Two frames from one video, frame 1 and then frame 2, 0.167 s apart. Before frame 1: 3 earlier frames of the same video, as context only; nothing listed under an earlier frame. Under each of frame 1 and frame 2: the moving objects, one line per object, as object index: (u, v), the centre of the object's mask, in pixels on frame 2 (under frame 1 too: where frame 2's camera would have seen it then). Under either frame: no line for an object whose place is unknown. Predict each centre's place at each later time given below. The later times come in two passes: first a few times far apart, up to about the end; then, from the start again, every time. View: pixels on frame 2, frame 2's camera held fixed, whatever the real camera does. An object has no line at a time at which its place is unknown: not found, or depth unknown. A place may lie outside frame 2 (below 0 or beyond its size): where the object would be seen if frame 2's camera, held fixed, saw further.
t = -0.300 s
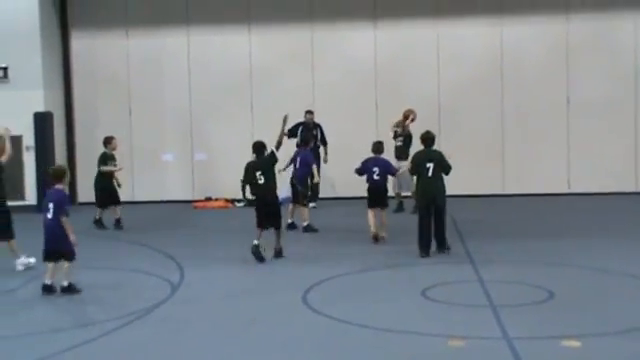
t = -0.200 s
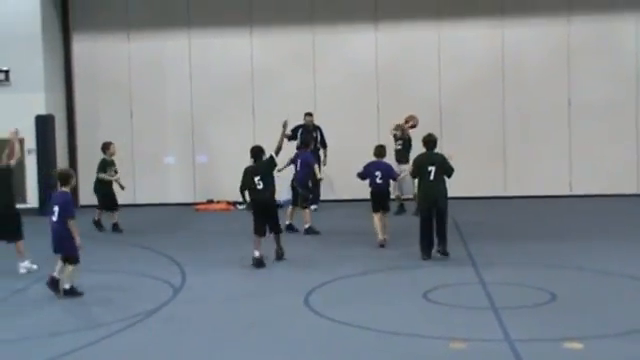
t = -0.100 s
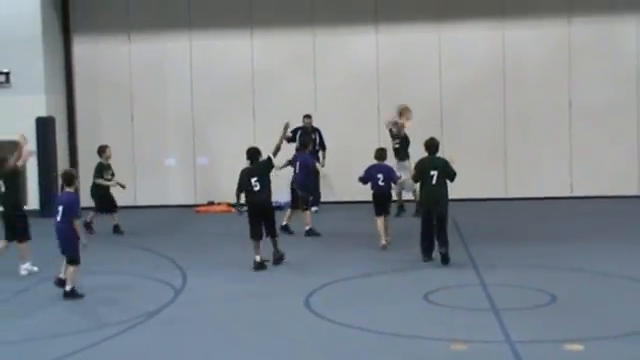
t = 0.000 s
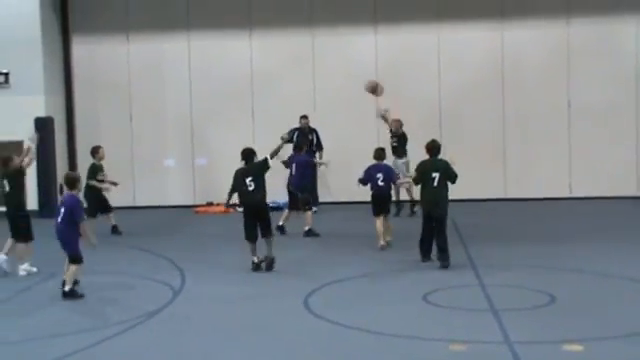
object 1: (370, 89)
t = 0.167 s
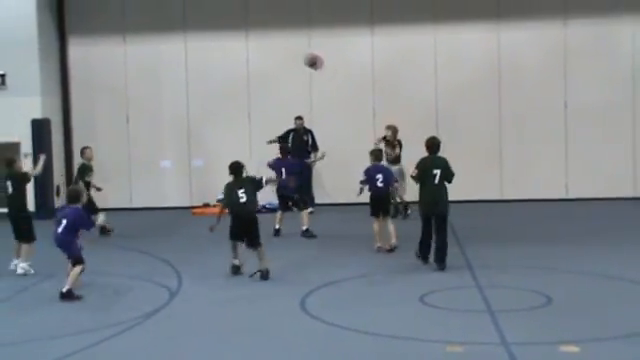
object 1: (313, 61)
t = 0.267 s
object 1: (277, 53)
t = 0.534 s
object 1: (173, 60)
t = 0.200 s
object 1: (301, 58)
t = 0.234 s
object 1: (289, 55)
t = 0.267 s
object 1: (277, 53)
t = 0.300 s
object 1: (264, 51)
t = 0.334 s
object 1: (252, 50)
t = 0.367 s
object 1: (239, 50)
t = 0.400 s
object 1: (226, 50)
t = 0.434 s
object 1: (213, 51)
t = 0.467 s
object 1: (200, 53)
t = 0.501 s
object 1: (187, 56)
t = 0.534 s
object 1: (173, 60)
